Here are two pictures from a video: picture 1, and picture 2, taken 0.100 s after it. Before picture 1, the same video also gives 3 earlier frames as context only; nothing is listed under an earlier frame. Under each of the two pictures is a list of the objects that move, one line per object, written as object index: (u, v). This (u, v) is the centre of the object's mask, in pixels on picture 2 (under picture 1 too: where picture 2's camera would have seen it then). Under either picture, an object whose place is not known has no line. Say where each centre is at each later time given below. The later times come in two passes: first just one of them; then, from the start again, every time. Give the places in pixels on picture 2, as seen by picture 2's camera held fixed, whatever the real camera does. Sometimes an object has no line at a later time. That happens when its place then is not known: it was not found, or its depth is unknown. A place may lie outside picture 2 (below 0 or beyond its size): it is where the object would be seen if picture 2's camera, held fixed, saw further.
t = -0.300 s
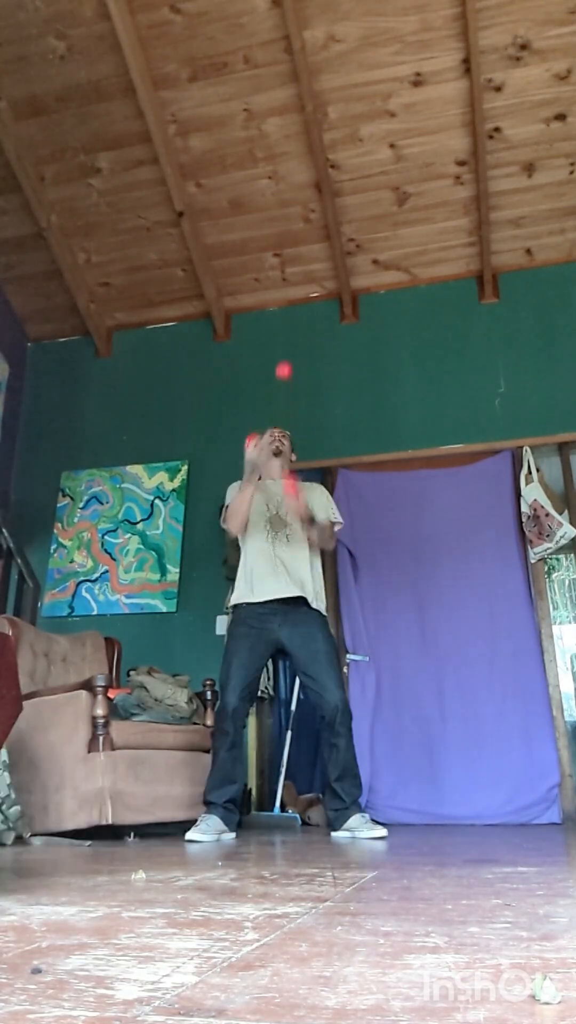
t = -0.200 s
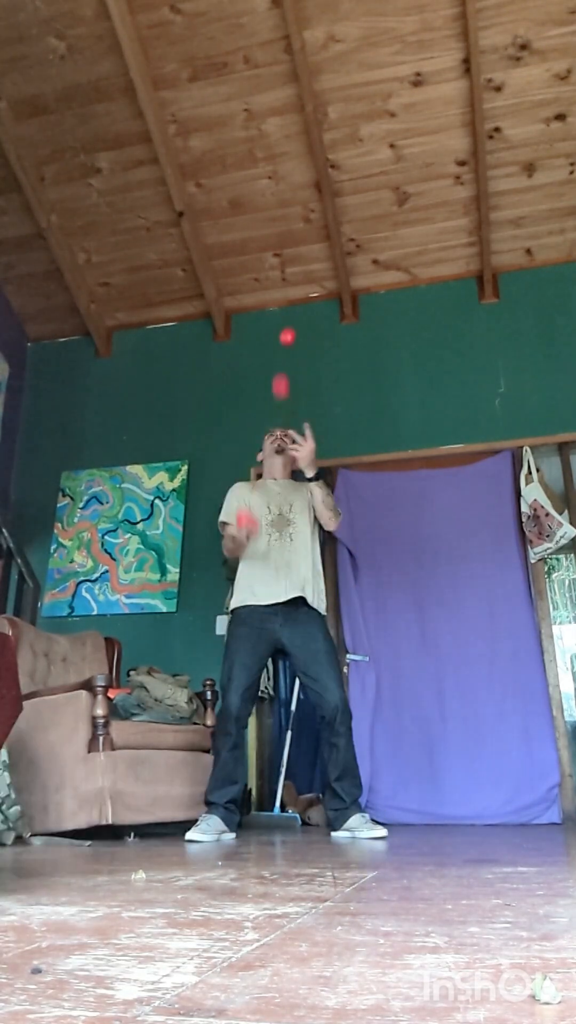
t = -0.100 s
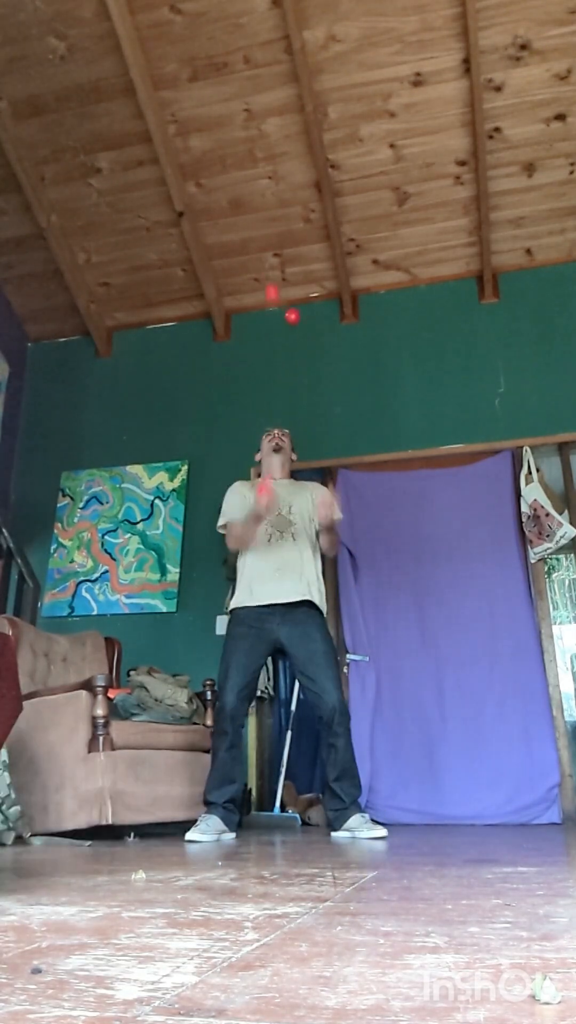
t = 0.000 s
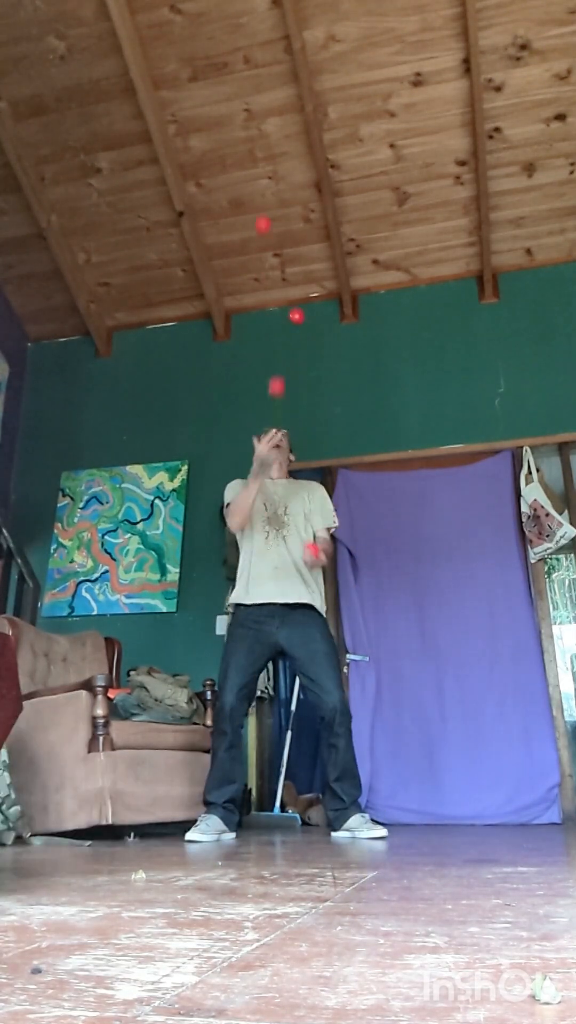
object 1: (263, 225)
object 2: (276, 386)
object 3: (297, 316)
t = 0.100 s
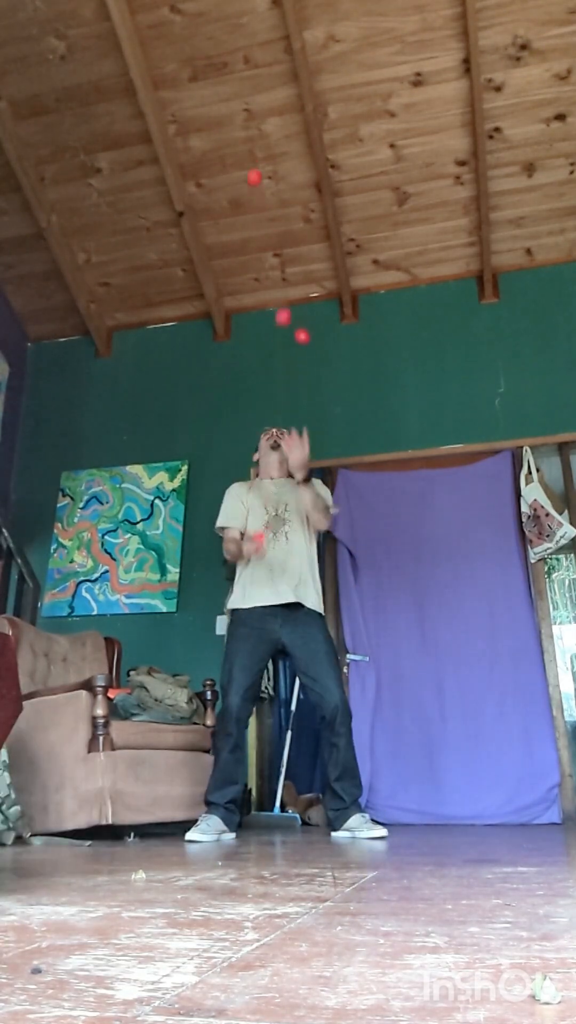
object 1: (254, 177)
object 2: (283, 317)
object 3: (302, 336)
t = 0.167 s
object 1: (248, 157)
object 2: (288, 284)
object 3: (305, 359)
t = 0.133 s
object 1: (251, 166)
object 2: (285, 300)
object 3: (304, 346)
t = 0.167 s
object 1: (248, 157)
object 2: (288, 284)
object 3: (305, 359)
